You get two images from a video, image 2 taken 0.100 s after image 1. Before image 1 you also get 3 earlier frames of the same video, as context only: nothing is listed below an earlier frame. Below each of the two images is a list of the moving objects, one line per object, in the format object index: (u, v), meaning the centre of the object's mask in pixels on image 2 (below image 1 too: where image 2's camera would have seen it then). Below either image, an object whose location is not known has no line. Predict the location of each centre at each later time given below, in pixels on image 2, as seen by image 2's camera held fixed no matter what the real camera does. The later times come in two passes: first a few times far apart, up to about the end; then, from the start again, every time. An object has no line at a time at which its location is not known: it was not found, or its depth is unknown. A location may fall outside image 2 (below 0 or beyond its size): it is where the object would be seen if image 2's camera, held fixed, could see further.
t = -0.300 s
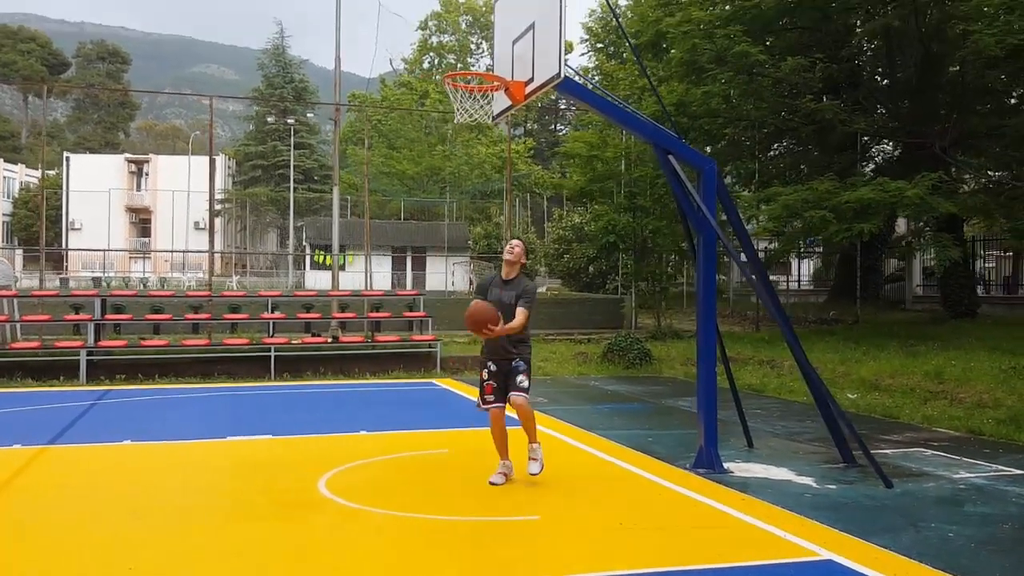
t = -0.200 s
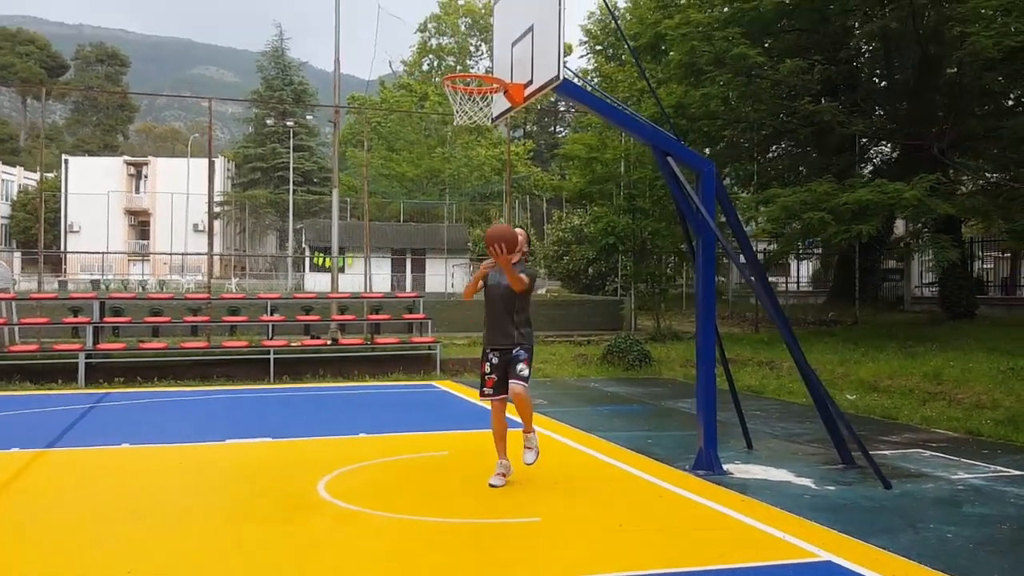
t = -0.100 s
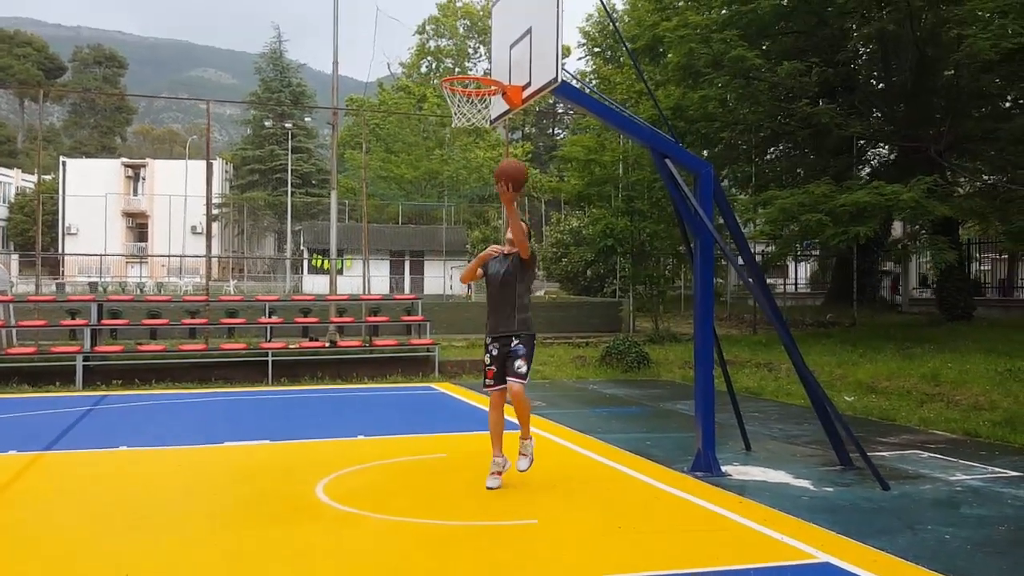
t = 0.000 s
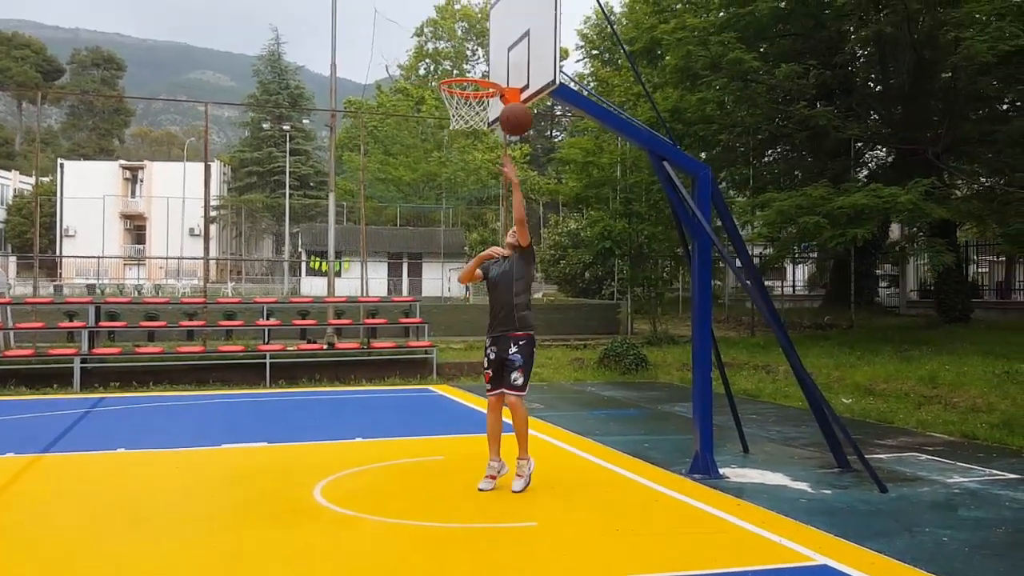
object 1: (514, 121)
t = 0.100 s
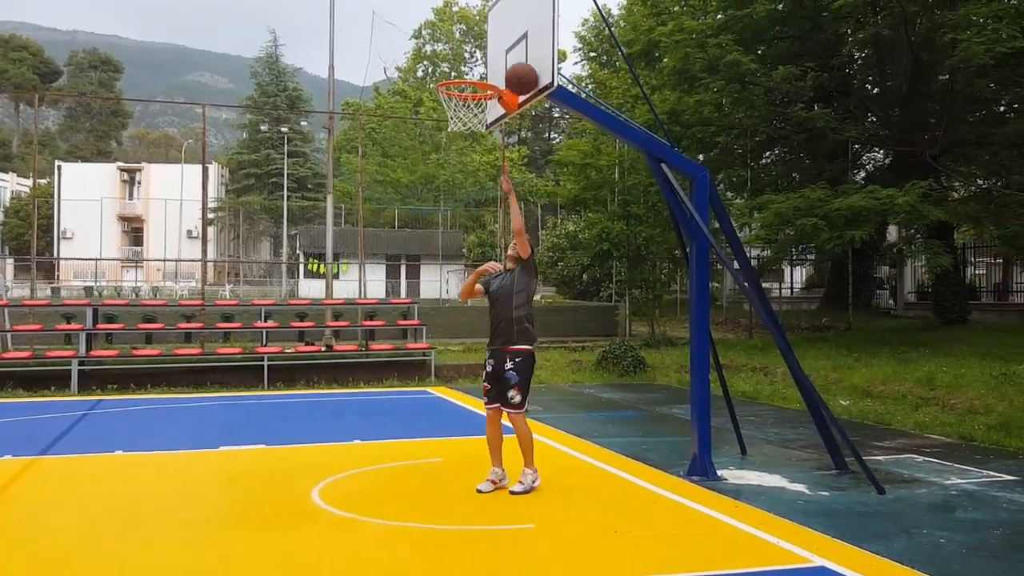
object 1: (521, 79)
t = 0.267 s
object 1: (500, 51)
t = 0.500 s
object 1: (473, 69)
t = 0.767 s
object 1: (447, 173)
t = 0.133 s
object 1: (517, 70)
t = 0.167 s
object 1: (513, 63)
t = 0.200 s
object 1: (509, 58)
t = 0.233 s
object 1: (505, 54)
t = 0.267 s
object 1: (500, 51)
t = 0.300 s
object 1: (497, 50)
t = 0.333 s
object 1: (493, 50)
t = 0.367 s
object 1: (491, 51)
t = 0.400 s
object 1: (485, 55)
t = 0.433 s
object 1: (481, 59)
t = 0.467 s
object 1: (477, 65)
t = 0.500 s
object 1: (473, 69)
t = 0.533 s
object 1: (469, 80)
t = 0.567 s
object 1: (465, 96)
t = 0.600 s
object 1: (464, 104)
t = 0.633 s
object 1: (459, 116)
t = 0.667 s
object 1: (456, 130)
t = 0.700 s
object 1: (454, 143)
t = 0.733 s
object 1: (450, 157)
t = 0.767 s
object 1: (447, 173)
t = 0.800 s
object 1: (445, 191)
